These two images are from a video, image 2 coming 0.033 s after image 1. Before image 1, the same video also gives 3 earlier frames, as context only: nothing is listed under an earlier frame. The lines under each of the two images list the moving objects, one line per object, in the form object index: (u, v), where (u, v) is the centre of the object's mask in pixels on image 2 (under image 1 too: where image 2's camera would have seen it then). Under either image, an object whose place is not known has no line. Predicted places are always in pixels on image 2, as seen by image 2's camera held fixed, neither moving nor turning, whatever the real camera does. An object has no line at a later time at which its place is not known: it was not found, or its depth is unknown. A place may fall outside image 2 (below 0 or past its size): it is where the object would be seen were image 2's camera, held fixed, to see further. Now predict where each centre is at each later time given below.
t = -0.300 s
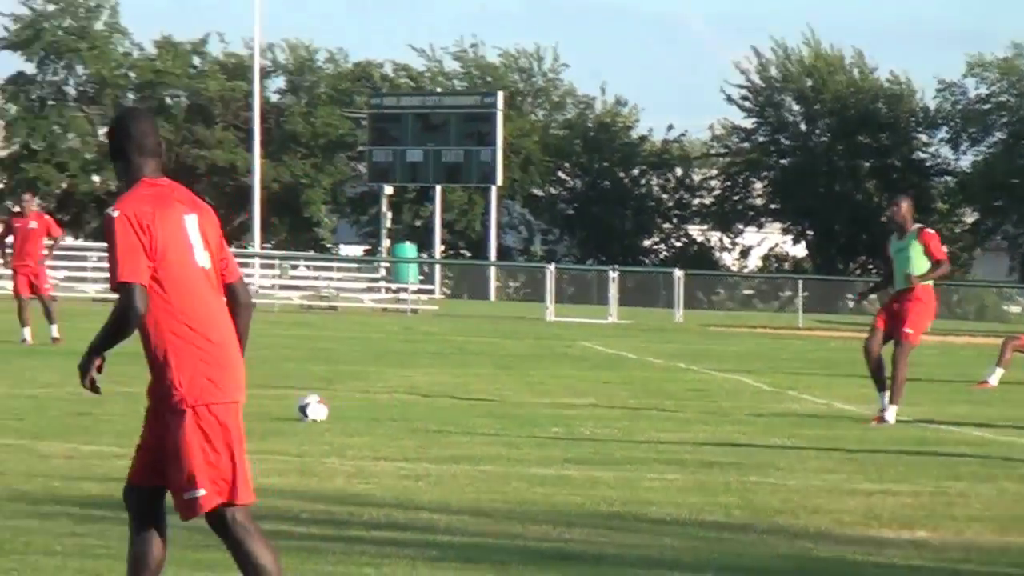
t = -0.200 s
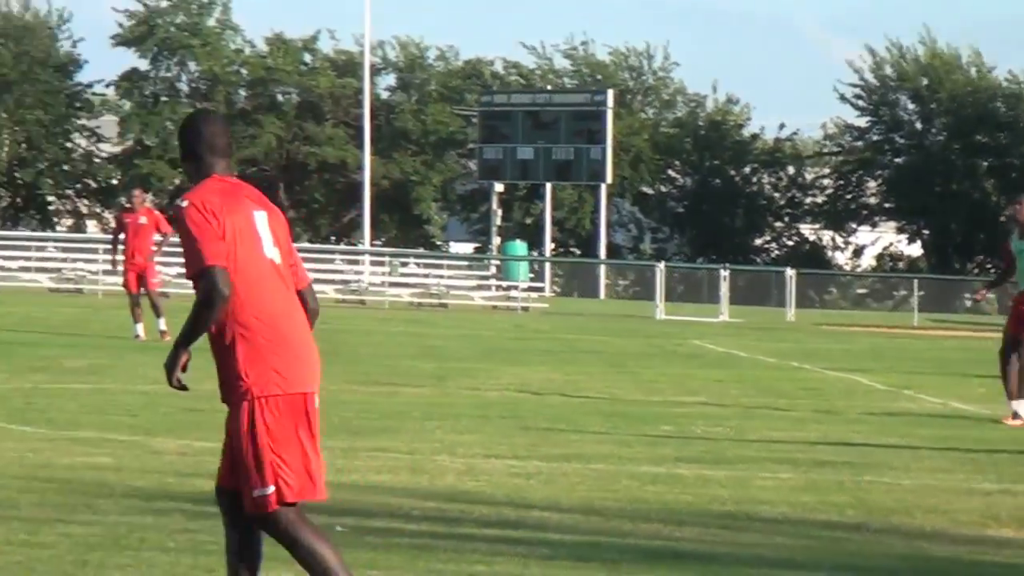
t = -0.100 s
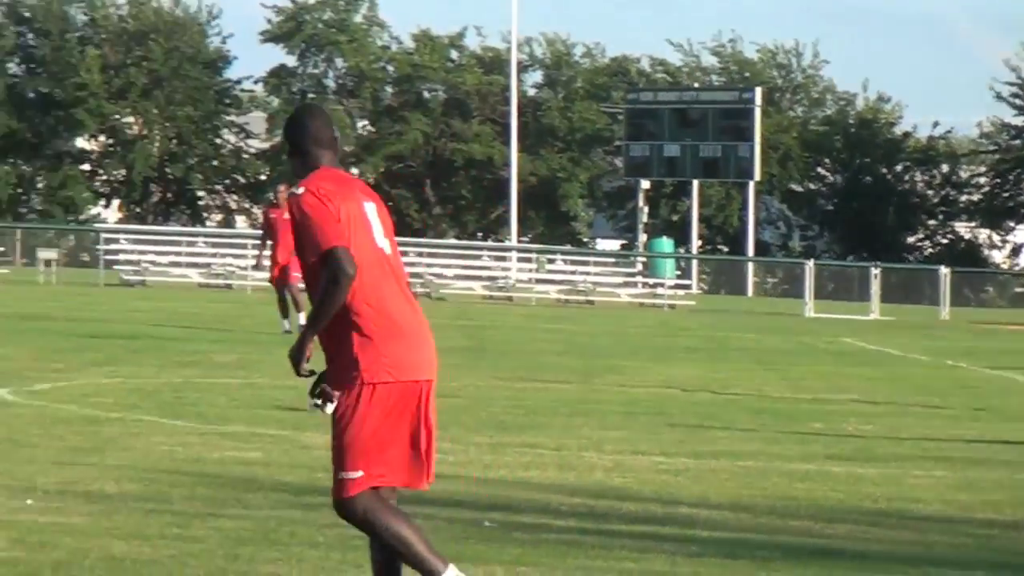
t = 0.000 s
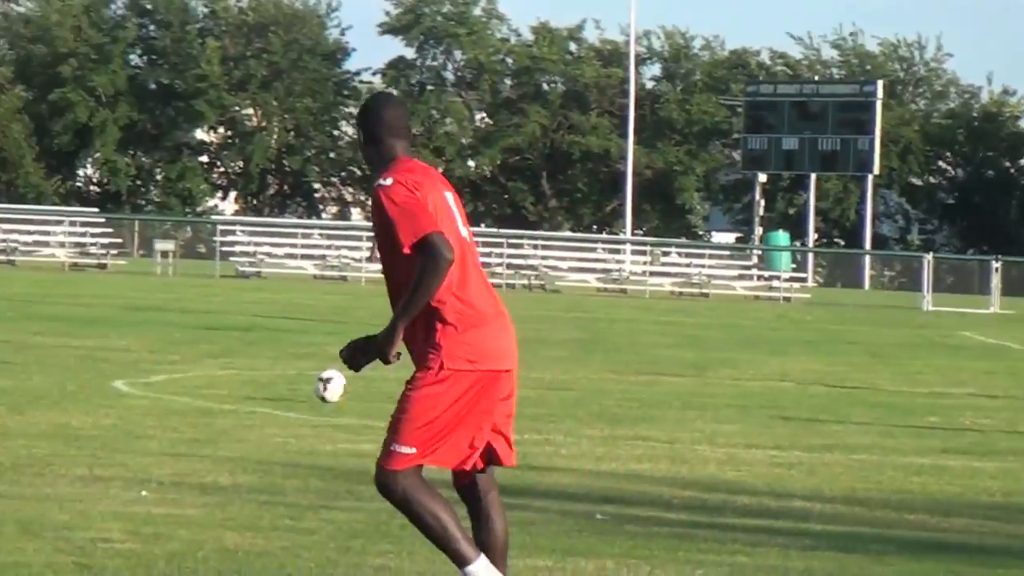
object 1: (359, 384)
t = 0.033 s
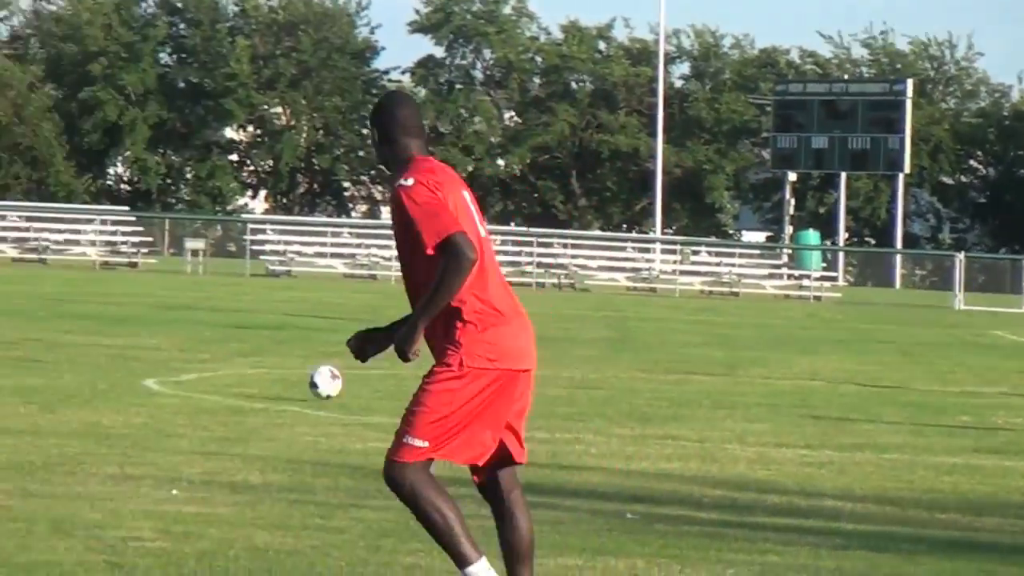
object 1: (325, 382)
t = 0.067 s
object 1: (289, 381)
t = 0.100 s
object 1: (253, 383)
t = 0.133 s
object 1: (217, 386)
